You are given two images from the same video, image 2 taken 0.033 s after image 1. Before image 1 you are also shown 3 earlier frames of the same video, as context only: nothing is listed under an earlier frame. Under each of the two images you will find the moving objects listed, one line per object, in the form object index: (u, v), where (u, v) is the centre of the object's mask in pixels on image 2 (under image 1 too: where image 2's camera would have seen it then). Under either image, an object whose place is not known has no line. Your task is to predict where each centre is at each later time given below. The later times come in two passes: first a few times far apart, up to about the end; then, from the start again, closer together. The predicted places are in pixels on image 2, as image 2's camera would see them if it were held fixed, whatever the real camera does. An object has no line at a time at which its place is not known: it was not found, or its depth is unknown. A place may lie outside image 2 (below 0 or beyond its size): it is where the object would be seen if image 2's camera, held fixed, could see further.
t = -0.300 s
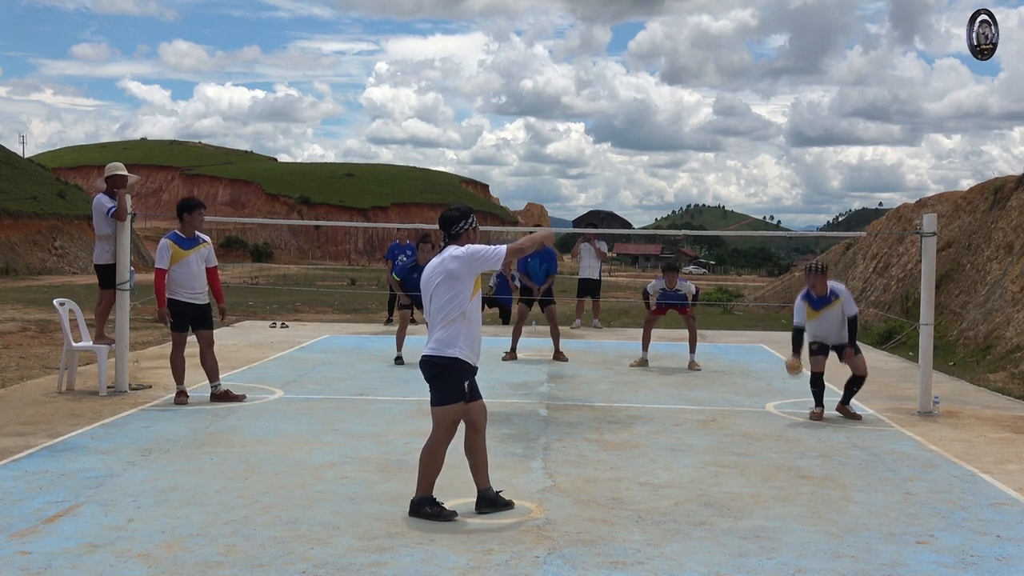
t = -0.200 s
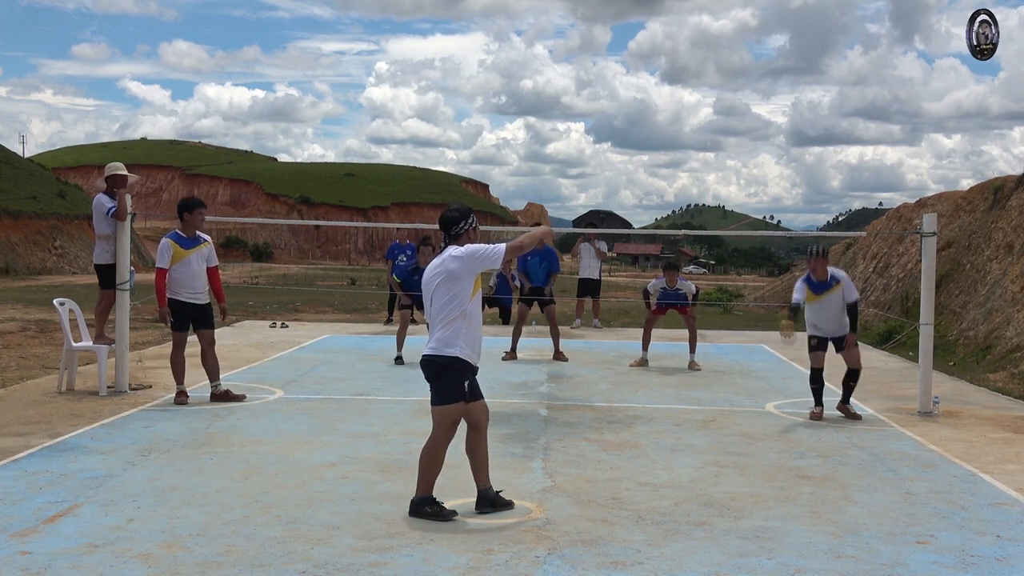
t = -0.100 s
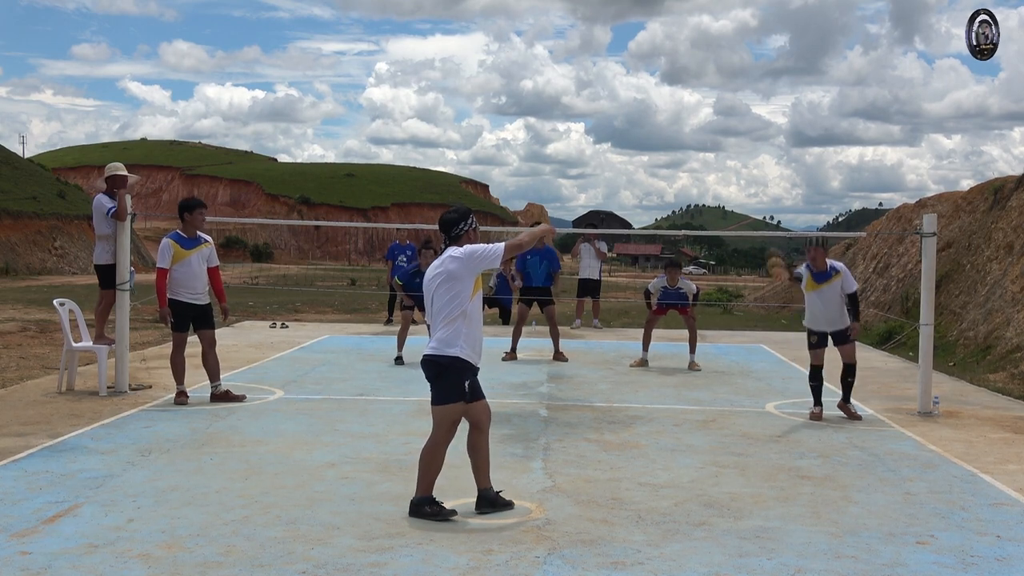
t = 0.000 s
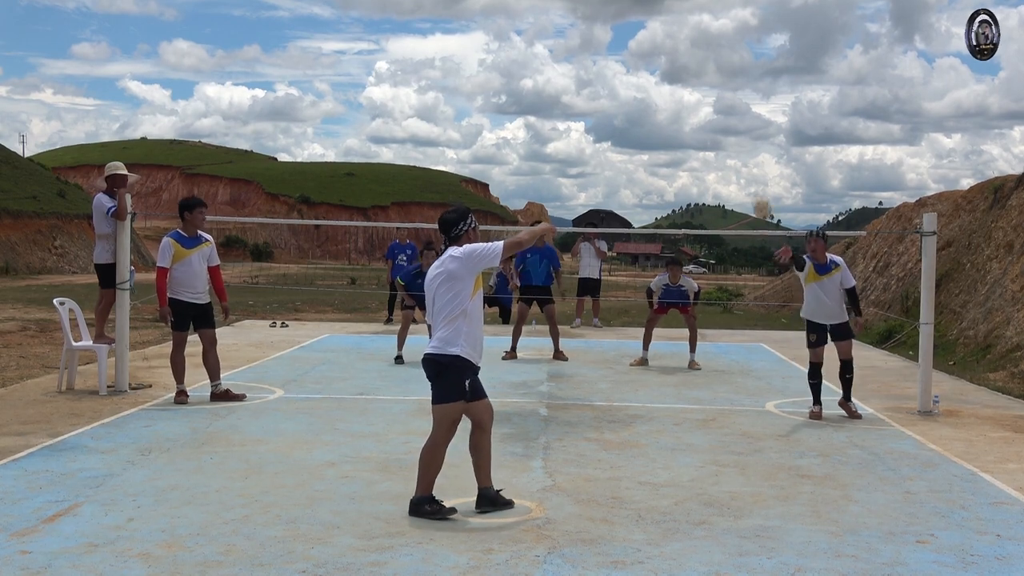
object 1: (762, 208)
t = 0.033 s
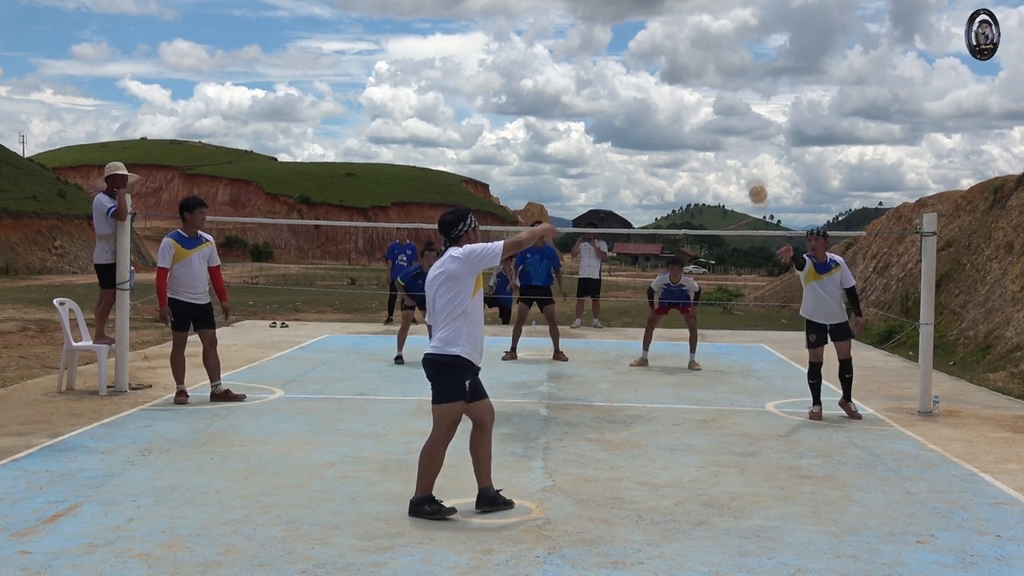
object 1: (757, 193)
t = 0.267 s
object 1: (722, 117)
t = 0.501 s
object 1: (681, 115)
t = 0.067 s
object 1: (752, 177)
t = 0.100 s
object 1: (748, 164)
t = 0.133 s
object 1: (743, 152)
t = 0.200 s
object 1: (733, 131)
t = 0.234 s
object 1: (727, 123)
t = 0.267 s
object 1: (722, 117)
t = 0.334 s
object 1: (711, 108)
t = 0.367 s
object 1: (706, 106)
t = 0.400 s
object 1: (699, 105)
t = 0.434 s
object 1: (694, 106)
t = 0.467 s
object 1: (687, 110)
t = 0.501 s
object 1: (681, 115)
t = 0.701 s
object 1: (639, 188)
